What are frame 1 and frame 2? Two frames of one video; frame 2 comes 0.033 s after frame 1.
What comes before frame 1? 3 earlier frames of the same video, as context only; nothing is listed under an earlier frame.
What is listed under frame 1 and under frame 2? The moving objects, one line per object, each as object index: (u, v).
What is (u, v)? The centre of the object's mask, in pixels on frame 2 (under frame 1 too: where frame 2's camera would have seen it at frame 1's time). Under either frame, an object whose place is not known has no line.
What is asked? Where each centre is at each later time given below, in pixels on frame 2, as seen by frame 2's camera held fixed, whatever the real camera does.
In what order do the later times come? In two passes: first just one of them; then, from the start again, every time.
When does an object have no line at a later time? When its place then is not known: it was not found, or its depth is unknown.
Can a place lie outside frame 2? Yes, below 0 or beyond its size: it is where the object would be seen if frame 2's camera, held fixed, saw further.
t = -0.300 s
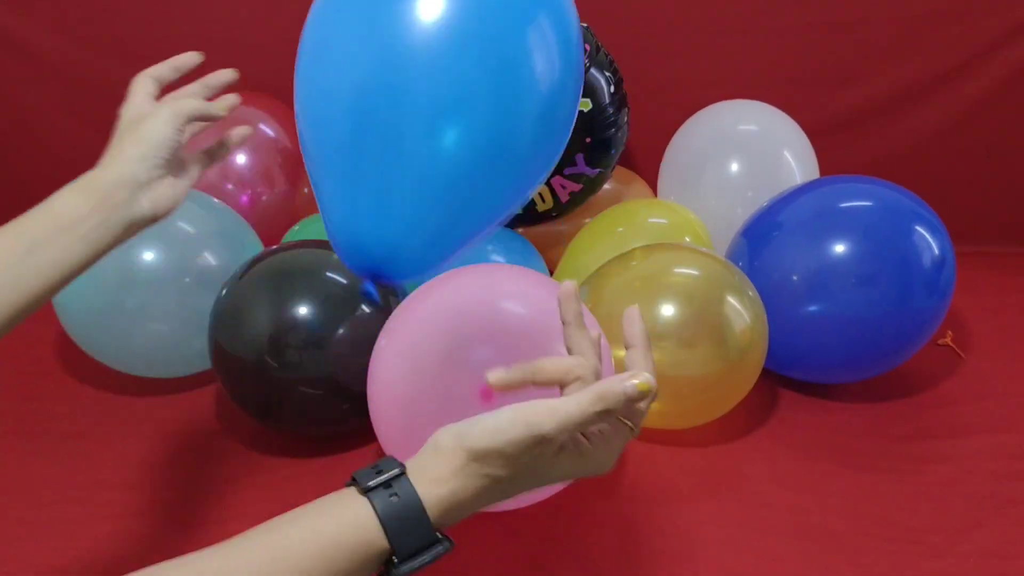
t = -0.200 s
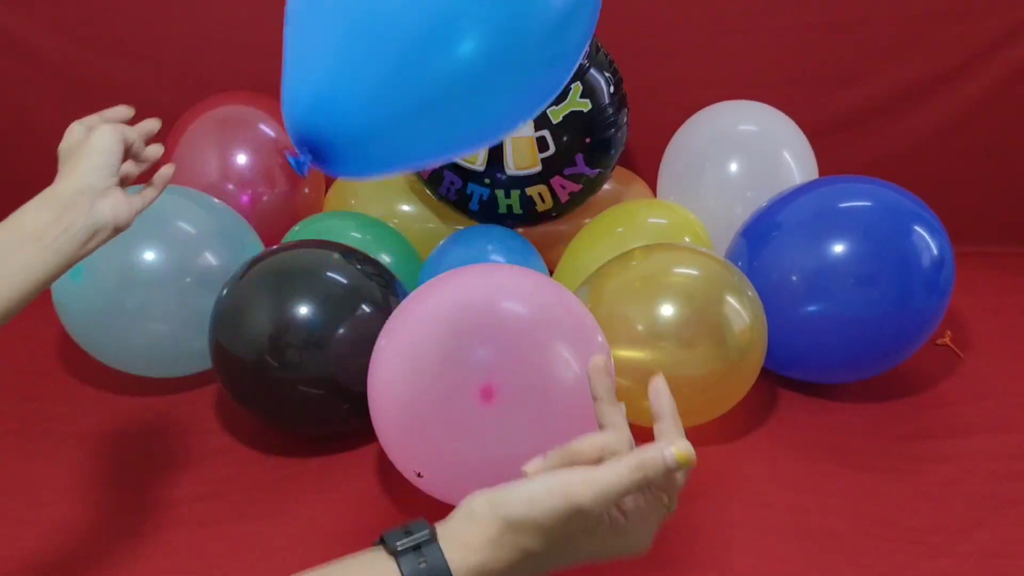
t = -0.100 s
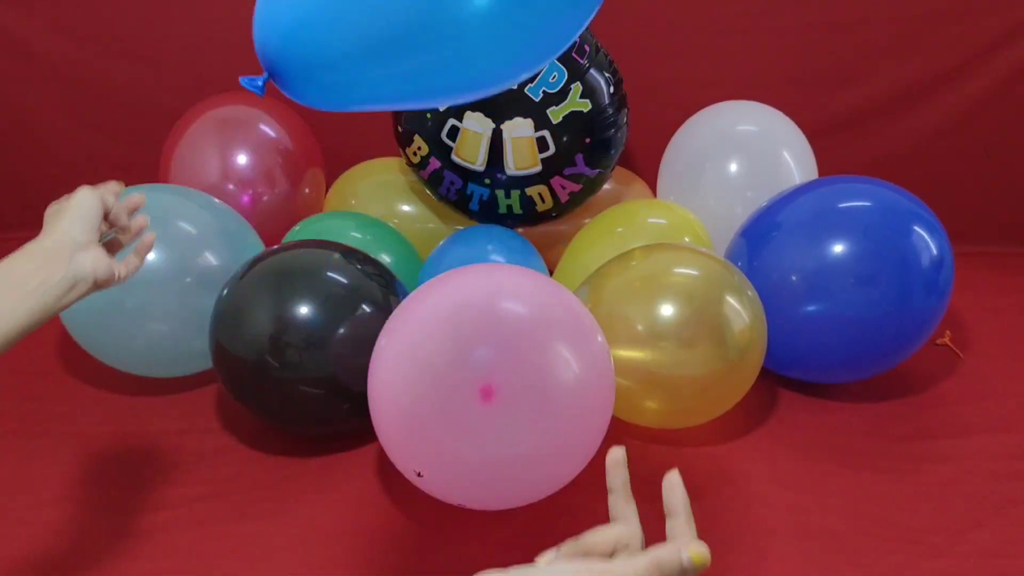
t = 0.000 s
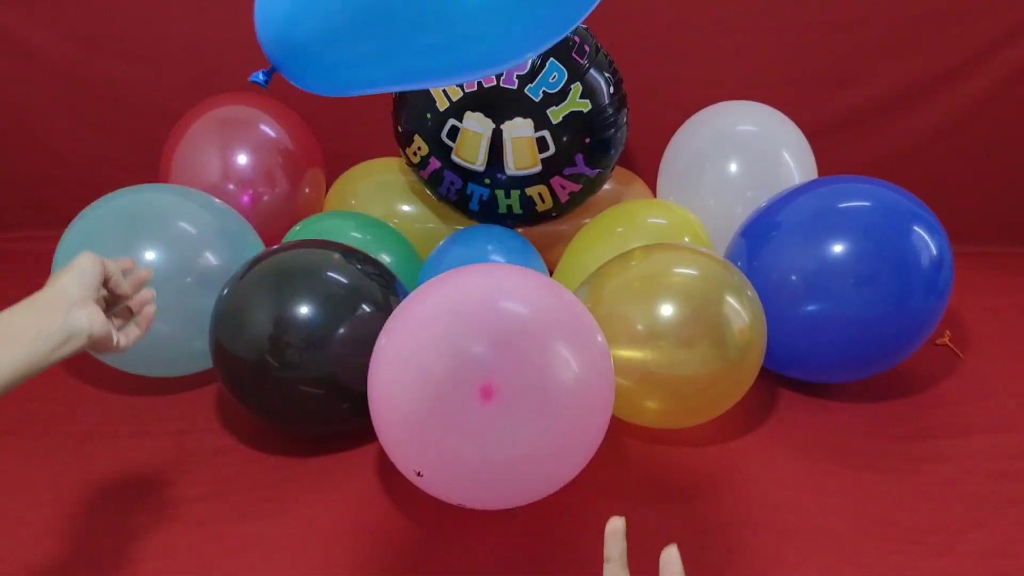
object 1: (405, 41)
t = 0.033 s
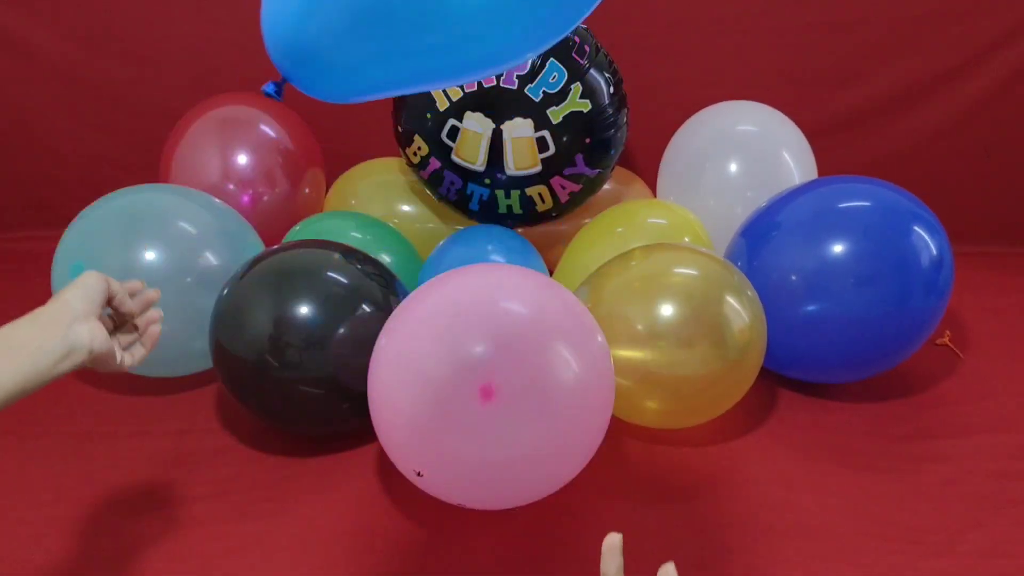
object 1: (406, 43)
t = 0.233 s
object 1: (453, 85)
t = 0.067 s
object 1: (410, 47)
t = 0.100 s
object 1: (417, 52)
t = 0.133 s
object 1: (425, 60)
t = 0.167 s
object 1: (436, 67)
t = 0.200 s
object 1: (445, 75)
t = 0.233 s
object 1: (453, 85)
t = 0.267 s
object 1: (461, 93)
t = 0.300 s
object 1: (465, 103)
